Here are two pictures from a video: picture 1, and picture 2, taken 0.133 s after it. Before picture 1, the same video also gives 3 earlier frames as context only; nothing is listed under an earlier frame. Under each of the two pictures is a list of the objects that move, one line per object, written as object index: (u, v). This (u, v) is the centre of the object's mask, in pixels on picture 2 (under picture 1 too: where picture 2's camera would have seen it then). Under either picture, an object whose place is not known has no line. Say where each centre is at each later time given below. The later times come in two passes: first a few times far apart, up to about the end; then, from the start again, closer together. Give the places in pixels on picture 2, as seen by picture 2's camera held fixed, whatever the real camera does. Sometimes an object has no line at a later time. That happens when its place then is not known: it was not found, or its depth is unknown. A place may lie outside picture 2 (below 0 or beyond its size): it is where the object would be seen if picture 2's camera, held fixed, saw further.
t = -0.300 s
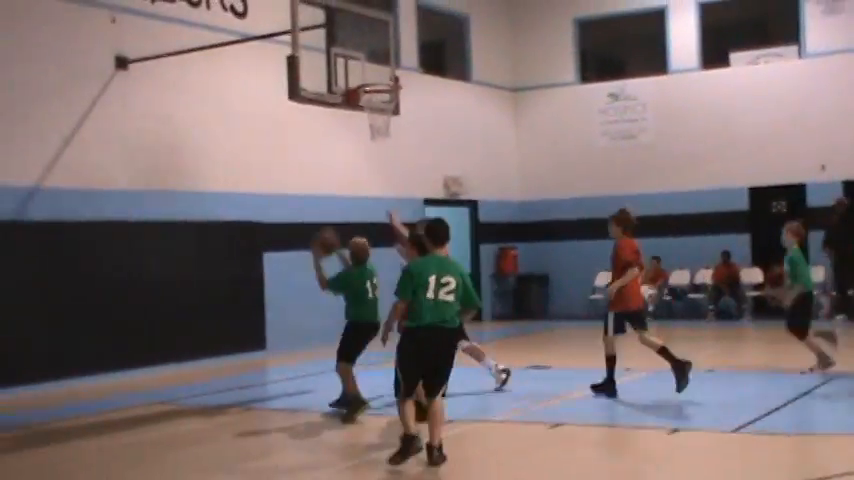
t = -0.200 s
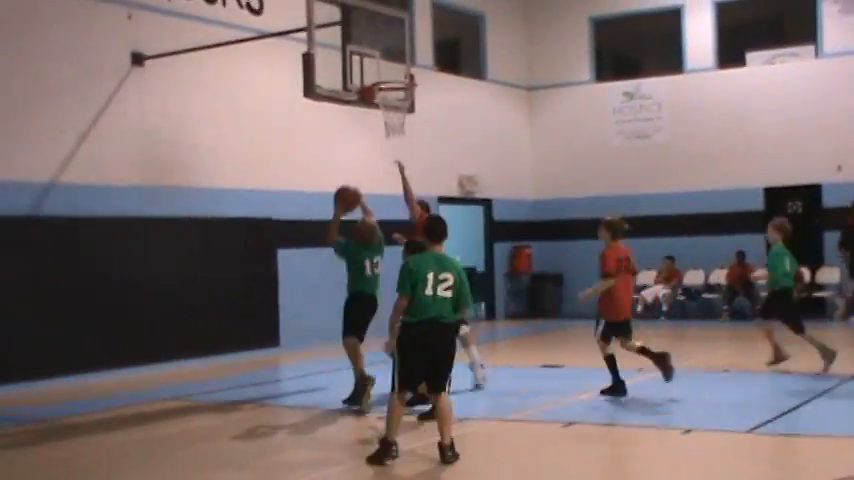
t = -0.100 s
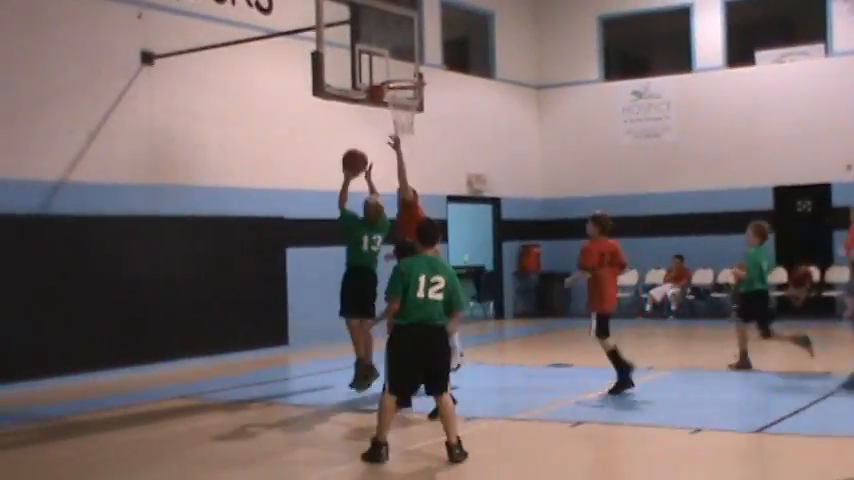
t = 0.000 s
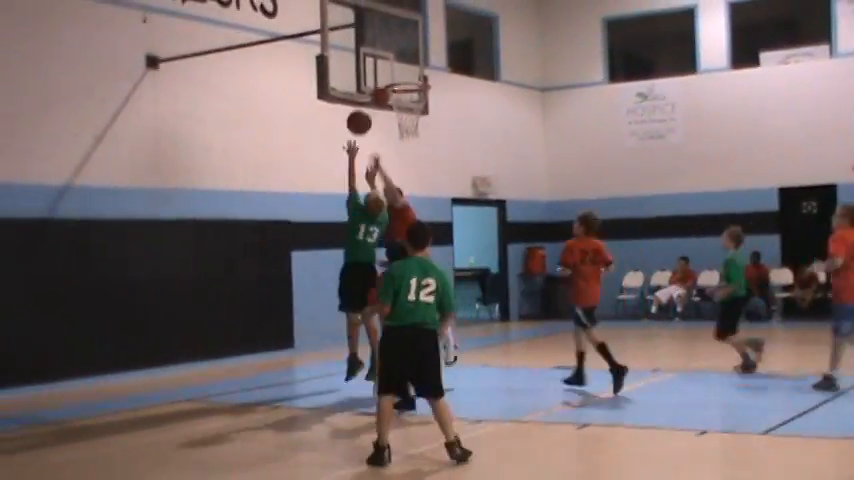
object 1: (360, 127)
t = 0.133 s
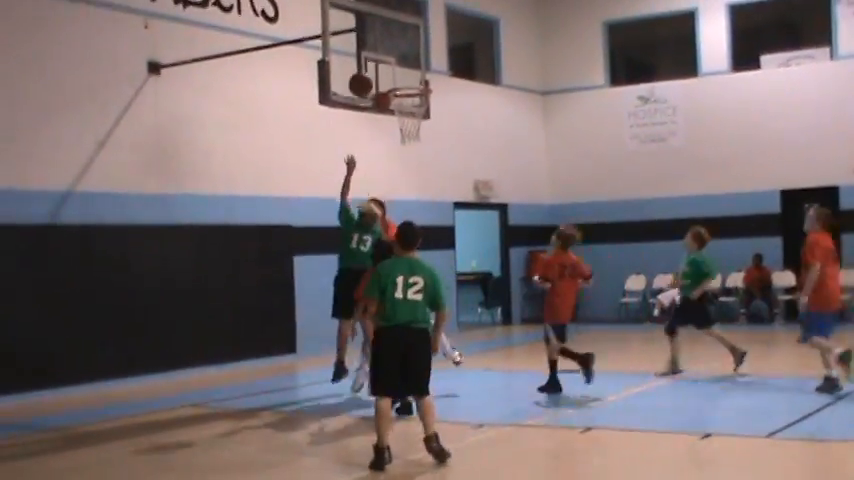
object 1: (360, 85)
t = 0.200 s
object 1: (360, 71)
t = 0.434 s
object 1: (390, 63)
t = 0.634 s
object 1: (414, 87)
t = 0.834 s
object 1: (409, 113)
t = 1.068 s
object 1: (409, 174)
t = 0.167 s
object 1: (360, 77)
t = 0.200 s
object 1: (360, 71)
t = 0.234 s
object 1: (360, 66)
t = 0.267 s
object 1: (360, 62)
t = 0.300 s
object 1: (362, 61)
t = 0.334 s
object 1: (370, 60)
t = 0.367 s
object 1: (376, 60)
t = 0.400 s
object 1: (383, 61)
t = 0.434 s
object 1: (390, 63)
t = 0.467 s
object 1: (398, 67)
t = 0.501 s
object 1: (404, 71)
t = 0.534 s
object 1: (412, 78)
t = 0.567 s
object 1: (417, 84)
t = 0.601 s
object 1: (416, 84)
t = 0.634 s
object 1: (414, 87)
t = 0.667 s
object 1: (412, 91)
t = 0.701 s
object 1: (412, 95)
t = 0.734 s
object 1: (411, 100)
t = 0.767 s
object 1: (410, 105)
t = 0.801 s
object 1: (410, 108)
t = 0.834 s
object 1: (409, 113)
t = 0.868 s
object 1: (410, 120)
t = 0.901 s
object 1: (410, 129)
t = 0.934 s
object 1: (409, 135)
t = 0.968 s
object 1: (409, 143)
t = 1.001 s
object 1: (409, 152)
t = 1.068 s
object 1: (409, 174)
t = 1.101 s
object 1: (409, 186)
